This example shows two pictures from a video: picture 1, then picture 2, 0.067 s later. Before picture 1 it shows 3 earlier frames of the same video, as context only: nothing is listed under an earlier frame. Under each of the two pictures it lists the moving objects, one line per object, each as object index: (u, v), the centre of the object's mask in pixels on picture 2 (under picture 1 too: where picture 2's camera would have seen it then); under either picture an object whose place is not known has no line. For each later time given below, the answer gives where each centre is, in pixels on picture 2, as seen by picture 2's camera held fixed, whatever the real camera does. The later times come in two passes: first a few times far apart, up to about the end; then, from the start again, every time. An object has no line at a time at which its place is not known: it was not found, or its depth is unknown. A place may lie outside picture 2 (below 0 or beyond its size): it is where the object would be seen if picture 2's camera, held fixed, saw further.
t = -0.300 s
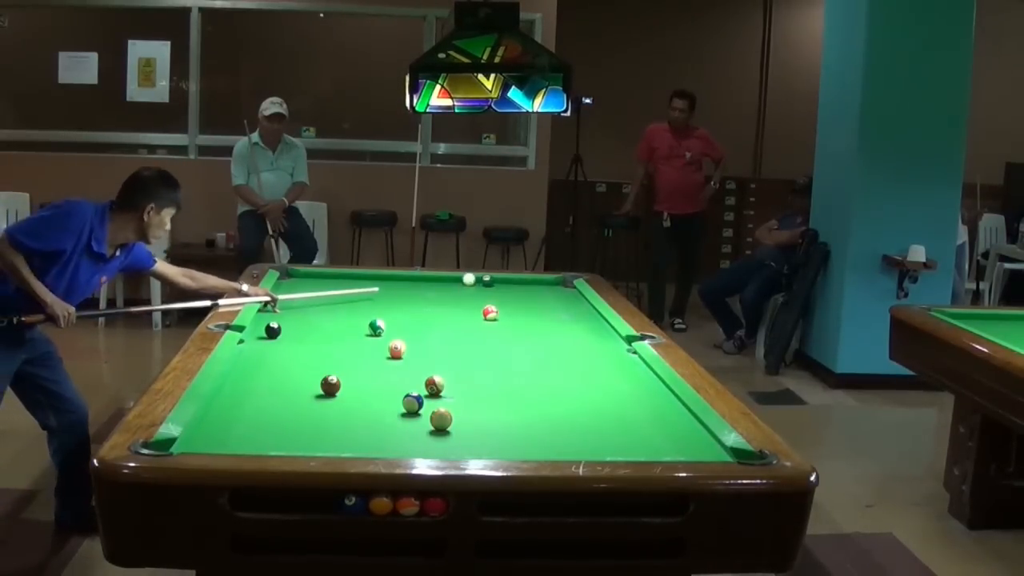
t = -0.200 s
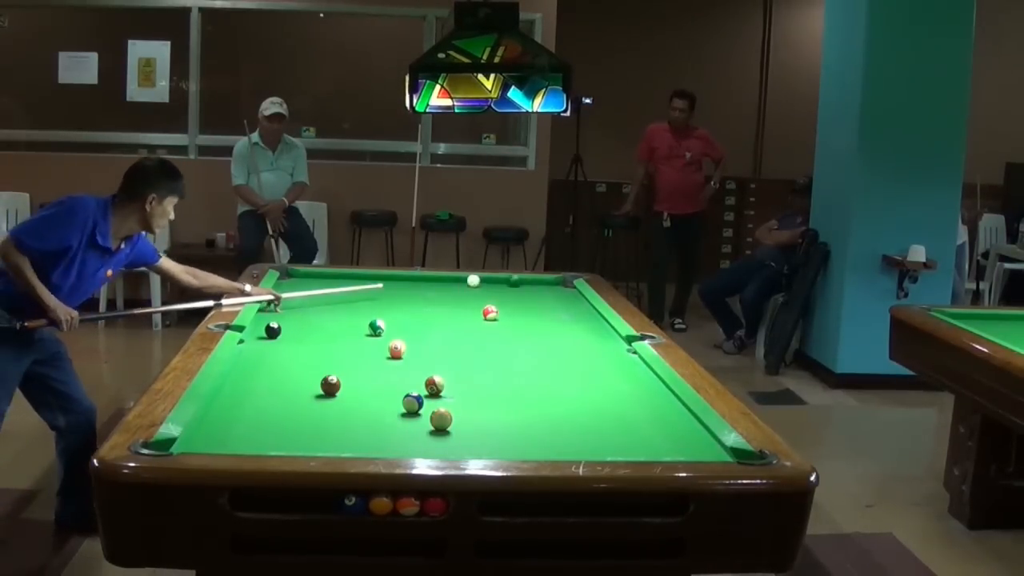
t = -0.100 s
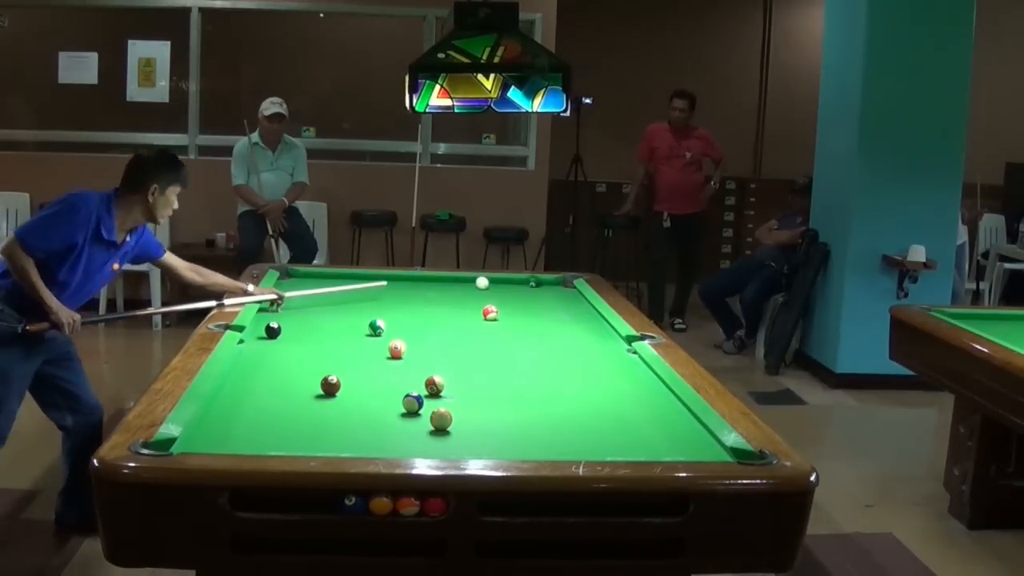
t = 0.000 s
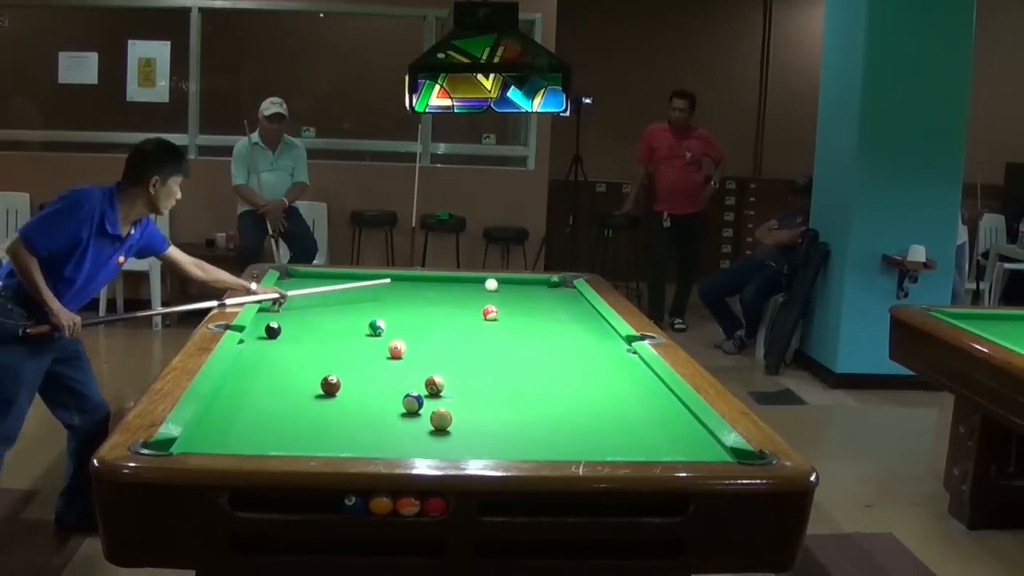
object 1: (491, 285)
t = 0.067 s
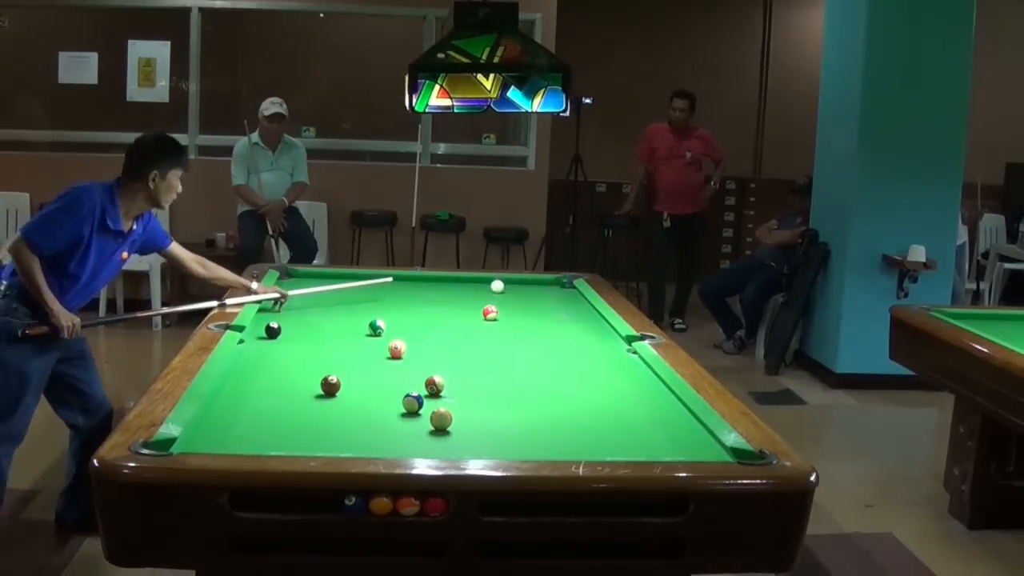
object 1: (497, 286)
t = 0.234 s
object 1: (512, 290)
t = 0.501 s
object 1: (537, 296)
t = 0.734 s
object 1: (559, 301)
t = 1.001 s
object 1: (583, 306)
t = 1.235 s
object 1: (584, 310)
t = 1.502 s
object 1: (579, 314)
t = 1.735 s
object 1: (574, 317)
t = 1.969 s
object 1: (570, 320)
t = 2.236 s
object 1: (565, 323)
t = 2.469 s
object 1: (561, 326)
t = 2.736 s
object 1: (556, 329)
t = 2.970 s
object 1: (552, 332)
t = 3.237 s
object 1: (548, 335)
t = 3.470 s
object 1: (545, 337)
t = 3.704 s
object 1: (542, 338)
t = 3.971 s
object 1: (540, 340)
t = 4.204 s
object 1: (538, 342)
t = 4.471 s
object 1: (536, 343)
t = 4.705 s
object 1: (535, 344)
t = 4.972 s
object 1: (534, 344)
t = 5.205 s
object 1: (534, 345)
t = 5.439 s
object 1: (534, 345)
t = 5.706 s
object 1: (534, 345)
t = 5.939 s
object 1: (534, 345)
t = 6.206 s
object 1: (534, 345)
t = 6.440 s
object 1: (534, 345)
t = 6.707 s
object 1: (534, 345)
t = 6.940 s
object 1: (534, 345)
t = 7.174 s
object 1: (534, 345)
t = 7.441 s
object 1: (534, 345)
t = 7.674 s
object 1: (534, 345)
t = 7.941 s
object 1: (534, 345)
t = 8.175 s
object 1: (534, 345)
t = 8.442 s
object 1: (534, 345)
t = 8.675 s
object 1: (534, 345)
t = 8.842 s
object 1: (534, 345)
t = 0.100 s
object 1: (500, 287)
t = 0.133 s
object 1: (503, 288)
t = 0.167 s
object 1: (506, 289)
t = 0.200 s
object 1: (509, 289)
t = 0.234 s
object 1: (512, 290)
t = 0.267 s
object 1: (515, 291)
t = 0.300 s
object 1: (518, 291)
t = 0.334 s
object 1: (522, 292)
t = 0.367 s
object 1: (525, 293)
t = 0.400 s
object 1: (528, 294)
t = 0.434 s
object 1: (531, 294)
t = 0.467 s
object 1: (534, 295)
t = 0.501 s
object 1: (537, 296)
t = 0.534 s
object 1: (540, 296)
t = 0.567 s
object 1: (543, 297)
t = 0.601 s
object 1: (546, 298)
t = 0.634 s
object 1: (549, 298)
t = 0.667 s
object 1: (552, 299)
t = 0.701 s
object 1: (556, 300)
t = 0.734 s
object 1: (559, 301)
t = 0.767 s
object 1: (561, 301)
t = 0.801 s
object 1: (565, 302)
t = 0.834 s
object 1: (568, 303)
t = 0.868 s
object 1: (571, 303)
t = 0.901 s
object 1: (574, 304)
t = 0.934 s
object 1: (577, 305)
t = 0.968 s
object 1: (580, 306)
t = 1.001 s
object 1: (583, 306)
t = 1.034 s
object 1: (586, 307)
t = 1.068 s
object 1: (587, 308)
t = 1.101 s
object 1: (587, 308)
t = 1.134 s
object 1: (586, 309)
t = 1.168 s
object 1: (585, 309)
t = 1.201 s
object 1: (585, 310)
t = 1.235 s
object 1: (584, 310)
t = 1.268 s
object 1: (583, 311)
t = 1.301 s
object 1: (583, 311)
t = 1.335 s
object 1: (582, 311)
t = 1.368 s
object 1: (581, 312)
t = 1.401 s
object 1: (581, 313)
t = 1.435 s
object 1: (580, 313)
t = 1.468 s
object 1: (579, 313)
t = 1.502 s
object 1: (579, 314)
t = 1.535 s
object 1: (578, 314)
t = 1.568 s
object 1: (577, 315)
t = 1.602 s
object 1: (577, 315)
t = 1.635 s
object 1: (576, 316)
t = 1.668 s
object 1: (576, 316)
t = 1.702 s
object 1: (575, 317)
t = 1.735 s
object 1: (574, 317)
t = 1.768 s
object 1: (573, 317)
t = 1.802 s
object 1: (573, 318)
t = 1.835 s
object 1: (572, 319)
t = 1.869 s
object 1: (572, 319)
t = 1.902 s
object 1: (571, 319)
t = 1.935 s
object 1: (570, 320)
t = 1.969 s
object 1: (570, 320)
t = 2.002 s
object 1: (569, 320)
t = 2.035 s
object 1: (569, 321)
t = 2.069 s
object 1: (568, 321)
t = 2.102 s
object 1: (567, 322)
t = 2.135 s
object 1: (567, 322)
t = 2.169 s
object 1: (566, 323)
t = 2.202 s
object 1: (565, 323)
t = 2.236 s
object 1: (565, 323)
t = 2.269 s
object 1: (564, 324)
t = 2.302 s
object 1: (564, 324)
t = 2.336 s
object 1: (563, 325)
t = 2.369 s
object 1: (563, 325)
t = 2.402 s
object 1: (562, 325)
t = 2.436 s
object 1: (561, 326)
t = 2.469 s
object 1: (561, 326)
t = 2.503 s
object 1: (560, 327)
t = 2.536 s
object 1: (560, 327)
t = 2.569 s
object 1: (559, 328)
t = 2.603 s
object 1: (558, 328)
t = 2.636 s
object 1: (558, 328)
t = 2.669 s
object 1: (557, 329)
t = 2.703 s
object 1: (557, 329)
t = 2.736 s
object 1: (556, 329)
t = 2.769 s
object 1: (555, 330)
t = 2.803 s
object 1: (555, 330)
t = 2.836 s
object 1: (554, 331)
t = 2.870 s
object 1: (554, 331)
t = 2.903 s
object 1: (553, 331)
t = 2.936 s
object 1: (553, 331)
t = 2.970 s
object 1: (552, 332)
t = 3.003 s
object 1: (552, 332)
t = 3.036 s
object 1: (551, 333)
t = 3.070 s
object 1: (551, 333)
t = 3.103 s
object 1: (550, 333)
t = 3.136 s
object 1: (550, 334)
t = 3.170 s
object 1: (549, 334)
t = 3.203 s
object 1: (548, 334)
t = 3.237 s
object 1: (548, 335)
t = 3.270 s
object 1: (548, 335)
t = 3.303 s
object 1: (547, 335)
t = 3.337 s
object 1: (547, 336)
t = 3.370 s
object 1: (546, 336)
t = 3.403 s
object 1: (546, 336)
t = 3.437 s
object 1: (545, 336)
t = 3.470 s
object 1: (545, 337)
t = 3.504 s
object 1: (545, 337)
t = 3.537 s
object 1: (544, 337)
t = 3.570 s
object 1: (544, 338)
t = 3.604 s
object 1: (543, 338)
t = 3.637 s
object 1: (543, 338)
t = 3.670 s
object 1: (542, 338)
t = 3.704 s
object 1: (542, 338)
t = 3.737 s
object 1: (542, 339)
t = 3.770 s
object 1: (542, 339)
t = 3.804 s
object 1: (541, 339)
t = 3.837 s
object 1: (541, 340)
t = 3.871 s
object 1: (541, 340)
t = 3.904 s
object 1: (540, 340)
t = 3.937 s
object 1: (540, 340)
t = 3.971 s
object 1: (540, 340)
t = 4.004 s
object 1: (539, 341)
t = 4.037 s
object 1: (539, 341)
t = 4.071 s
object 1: (539, 341)
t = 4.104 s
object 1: (539, 341)
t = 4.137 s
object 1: (538, 341)
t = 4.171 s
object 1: (538, 342)
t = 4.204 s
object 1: (538, 342)
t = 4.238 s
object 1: (538, 342)
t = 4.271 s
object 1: (537, 342)
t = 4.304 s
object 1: (537, 342)
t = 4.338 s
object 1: (537, 342)
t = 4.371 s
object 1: (536, 342)
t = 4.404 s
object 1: (536, 343)
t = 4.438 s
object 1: (536, 343)
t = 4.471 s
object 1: (536, 343)
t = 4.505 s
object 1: (536, 343)
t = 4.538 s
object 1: (535, 343)
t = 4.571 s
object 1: (535, 343)
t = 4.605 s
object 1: (535, 343)
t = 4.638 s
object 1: (535, 343)
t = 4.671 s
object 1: (535, 343)
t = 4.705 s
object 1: (535, 344)
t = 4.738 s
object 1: (535, 344)
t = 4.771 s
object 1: (534, 344)
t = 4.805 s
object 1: (534, 344)
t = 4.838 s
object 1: (534, 344)
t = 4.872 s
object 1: (534, 344)
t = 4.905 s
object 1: (534, 344)
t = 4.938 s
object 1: (534, 344)
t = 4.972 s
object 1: (534, 344)
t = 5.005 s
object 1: (534, 344)
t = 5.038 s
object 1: (534, 344)
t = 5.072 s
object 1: (534, 344)
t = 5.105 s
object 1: (534, 345)
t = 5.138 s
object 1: (534, 345)
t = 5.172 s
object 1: (534, 345)
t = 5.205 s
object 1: (534, 345)
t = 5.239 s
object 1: (534, 345)
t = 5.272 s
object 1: (534, 345)
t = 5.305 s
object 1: (534, 345)
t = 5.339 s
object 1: (534, 345)
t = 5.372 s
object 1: (534, 345)
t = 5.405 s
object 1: (534, 345)
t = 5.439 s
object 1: (534, 345)
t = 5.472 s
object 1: (534, 345)
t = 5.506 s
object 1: (534, 345)
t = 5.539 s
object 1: (534, 345)
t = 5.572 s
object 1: (534, 345)
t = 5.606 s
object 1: (534, 345)
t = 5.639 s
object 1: (534, 345)
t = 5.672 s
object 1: (534, 345)
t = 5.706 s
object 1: (534, 345)
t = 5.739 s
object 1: (534, 345)
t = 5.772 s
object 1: (534, 345)
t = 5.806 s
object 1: (534, 345)
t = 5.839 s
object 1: (534, 345)
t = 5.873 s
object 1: (534, 345)
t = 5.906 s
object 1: (534, 345)
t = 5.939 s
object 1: (534, 345)
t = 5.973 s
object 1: (534, 345)
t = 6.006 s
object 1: (534, 345)
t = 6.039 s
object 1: (534, 345)
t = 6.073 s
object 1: (534, 345)
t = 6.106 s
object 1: (534, 345)
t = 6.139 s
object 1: (534, 345)
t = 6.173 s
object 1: (534, 345)
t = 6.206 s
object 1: (534, 345)
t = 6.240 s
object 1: (534, 345)
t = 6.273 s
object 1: (534, 345)
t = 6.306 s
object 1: (534, 345)
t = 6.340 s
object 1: (534, 345)
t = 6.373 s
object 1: (534, 345)
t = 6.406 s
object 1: (534, 345)
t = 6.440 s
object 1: (534, 345)
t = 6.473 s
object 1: (534, 345)
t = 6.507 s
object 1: (534, 345)
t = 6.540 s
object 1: (534, 345)
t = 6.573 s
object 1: (534, 345)
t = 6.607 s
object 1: (534, 345)
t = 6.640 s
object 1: (534, 345)
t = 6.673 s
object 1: (534, 345)
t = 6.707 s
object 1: (534, 345)
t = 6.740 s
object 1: (534, 345)
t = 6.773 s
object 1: (534, 345)
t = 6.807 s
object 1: (534, 345)
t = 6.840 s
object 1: (534, 345)
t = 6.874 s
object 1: (534, 345)
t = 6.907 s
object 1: (534, 345)
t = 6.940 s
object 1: (534, 345)
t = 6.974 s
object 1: (534, 345)
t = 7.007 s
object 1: (534, 345)
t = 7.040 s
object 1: (534, 345)
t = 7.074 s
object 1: (534, 345)
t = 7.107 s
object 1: (534, 345)
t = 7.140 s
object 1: (534, 345)
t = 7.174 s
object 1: (534, 345)
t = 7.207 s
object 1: (534, 345)
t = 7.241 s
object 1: (534, 345)
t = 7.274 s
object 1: (534, 345)
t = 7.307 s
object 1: (534, 345)
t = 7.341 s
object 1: (534, 345)
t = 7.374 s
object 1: (534, 345)
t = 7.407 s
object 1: (534, 345)
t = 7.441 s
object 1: (534, 345)
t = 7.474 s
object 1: (534, 345)
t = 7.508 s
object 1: (534, 345)
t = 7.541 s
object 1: (534, 345)
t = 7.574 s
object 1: (534, 345)
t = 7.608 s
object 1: (534, 345)
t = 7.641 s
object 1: (534, 345)
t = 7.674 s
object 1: (534, 345)
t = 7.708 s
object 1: (534, 345)
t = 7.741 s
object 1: (534, 345)
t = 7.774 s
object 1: (534, 345)
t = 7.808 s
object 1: (534, 345)
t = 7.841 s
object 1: (534, 345)
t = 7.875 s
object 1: (534, 345)
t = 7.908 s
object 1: (534, 345)
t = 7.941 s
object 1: (534, 345)
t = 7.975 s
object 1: (534, 345)
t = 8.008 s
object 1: (534, 345)
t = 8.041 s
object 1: (534, 345)
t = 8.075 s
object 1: (534, 345)
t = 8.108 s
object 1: (534, 345)
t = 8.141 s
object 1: (534, 345)
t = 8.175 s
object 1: (534, 345)
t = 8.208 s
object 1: (534, 345)
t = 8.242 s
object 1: (534, 345)
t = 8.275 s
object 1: (534, 345)
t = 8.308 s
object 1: (534, 345)
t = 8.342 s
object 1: (534, 345)
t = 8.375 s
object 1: (534, 345)
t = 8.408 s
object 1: (534, 345)
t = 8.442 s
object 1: (534, 345)
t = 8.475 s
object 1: (534, 345)
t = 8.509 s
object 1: (534, 345)
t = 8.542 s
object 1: (534, 345)
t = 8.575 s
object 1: (534, 345)
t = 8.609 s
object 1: (534, 345)
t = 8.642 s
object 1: (534, 345)
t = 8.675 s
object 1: (534, 345)
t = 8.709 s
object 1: (534, 345)
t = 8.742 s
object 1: (534, 345)
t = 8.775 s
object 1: (534, 345)
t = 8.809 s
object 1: (534, 345)
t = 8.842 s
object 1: (534, 345)
